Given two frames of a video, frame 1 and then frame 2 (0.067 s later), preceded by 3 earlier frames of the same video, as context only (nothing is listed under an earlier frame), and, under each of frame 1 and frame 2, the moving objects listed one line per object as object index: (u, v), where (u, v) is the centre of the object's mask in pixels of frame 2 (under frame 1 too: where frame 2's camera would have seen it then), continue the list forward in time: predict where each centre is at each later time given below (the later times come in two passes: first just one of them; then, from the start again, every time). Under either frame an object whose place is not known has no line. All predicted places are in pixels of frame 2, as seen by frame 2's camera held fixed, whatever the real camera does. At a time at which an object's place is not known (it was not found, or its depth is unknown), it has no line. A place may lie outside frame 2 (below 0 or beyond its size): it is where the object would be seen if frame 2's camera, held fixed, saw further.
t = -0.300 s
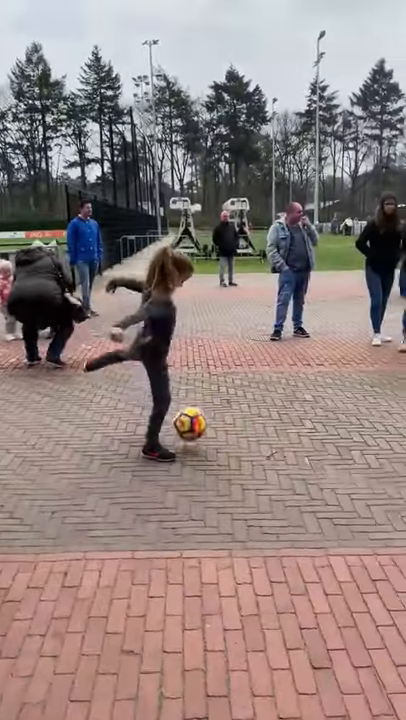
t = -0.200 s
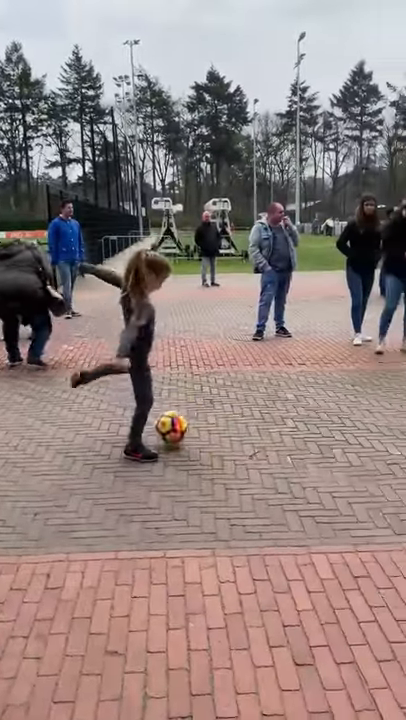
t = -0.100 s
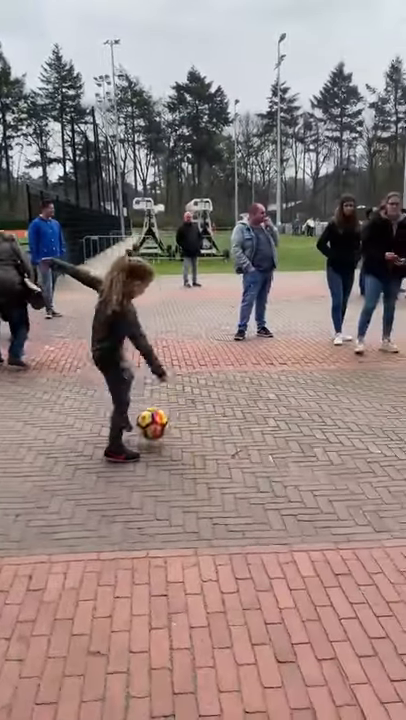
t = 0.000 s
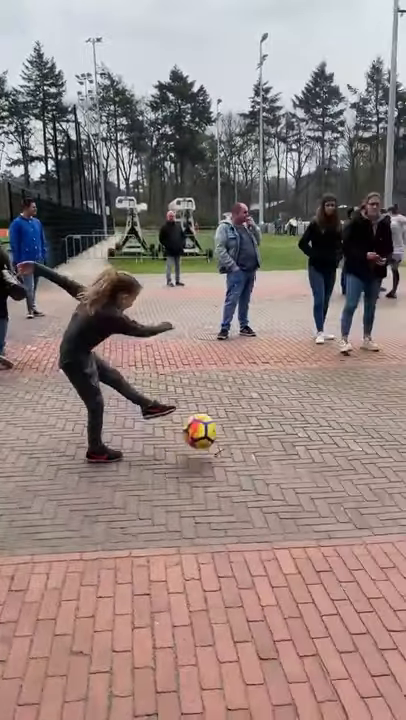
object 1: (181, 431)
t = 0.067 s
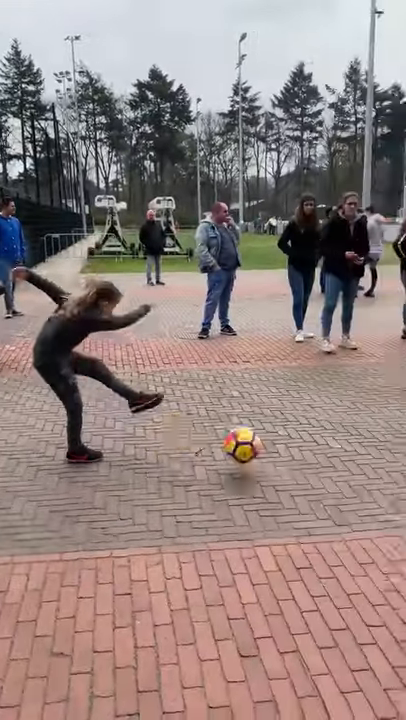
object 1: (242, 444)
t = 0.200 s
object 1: (374, 475)
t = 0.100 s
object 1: (277, 455)
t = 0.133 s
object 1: (312, 469)
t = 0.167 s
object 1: (343, 474)
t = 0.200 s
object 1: (374, 475)
